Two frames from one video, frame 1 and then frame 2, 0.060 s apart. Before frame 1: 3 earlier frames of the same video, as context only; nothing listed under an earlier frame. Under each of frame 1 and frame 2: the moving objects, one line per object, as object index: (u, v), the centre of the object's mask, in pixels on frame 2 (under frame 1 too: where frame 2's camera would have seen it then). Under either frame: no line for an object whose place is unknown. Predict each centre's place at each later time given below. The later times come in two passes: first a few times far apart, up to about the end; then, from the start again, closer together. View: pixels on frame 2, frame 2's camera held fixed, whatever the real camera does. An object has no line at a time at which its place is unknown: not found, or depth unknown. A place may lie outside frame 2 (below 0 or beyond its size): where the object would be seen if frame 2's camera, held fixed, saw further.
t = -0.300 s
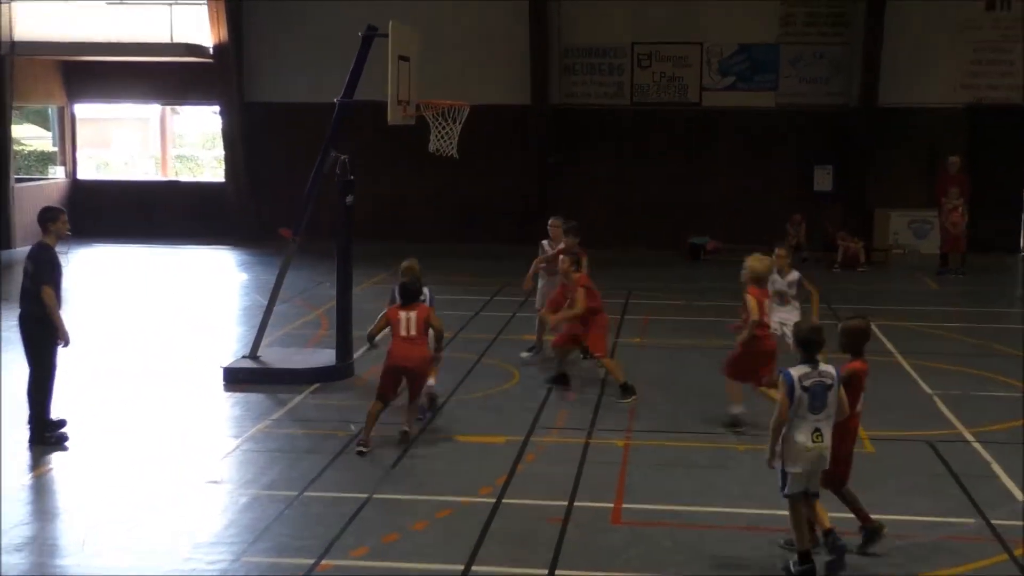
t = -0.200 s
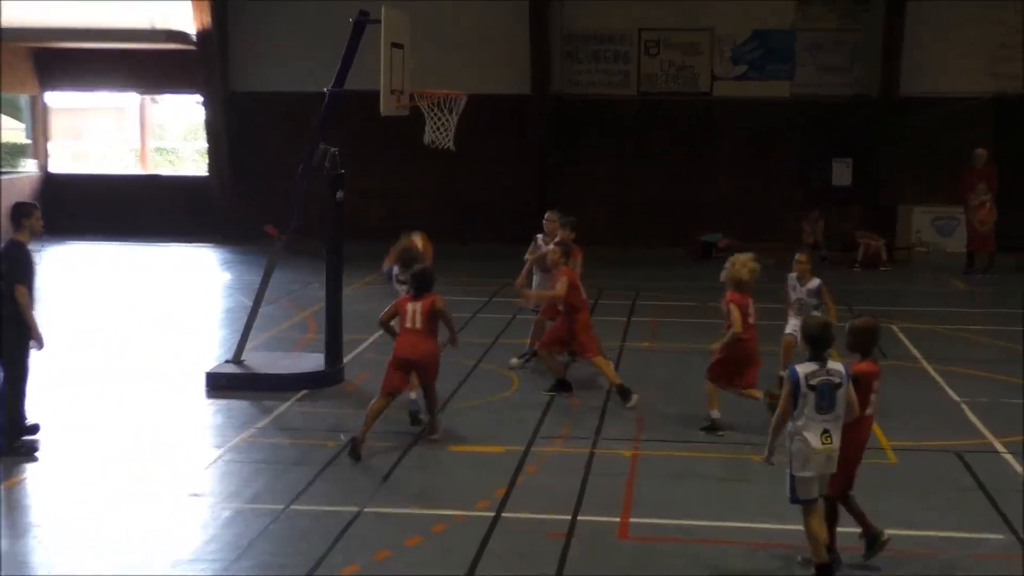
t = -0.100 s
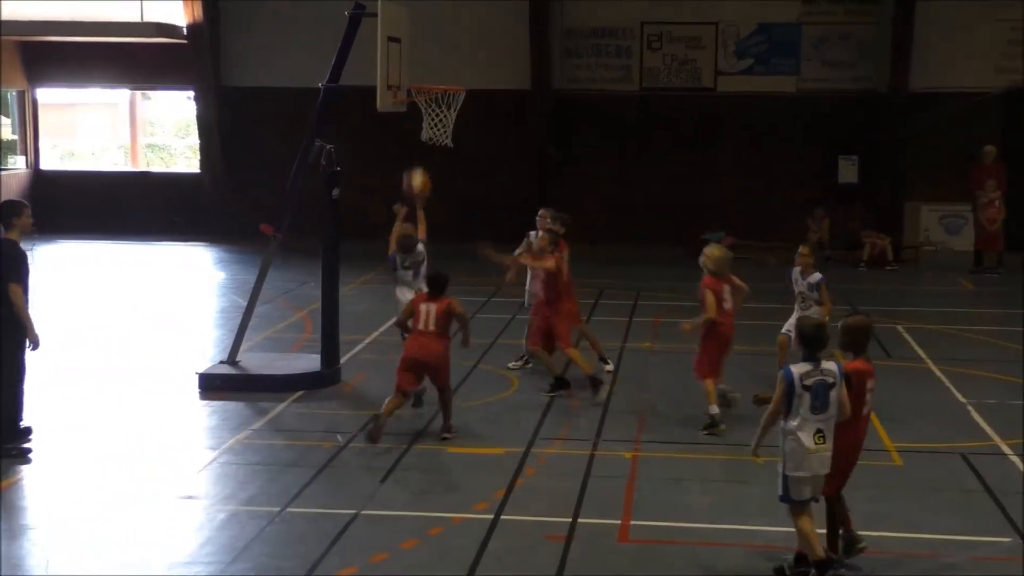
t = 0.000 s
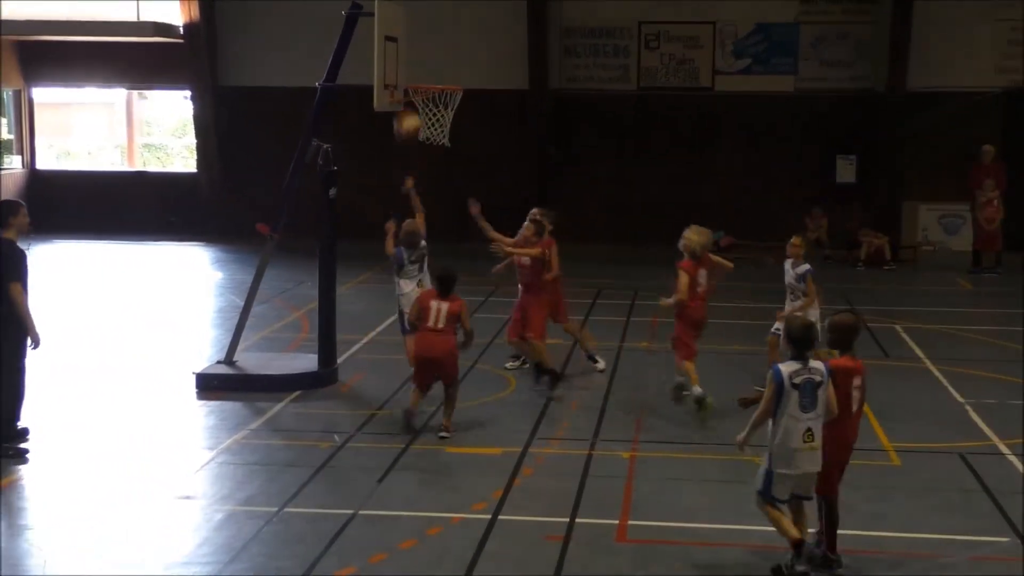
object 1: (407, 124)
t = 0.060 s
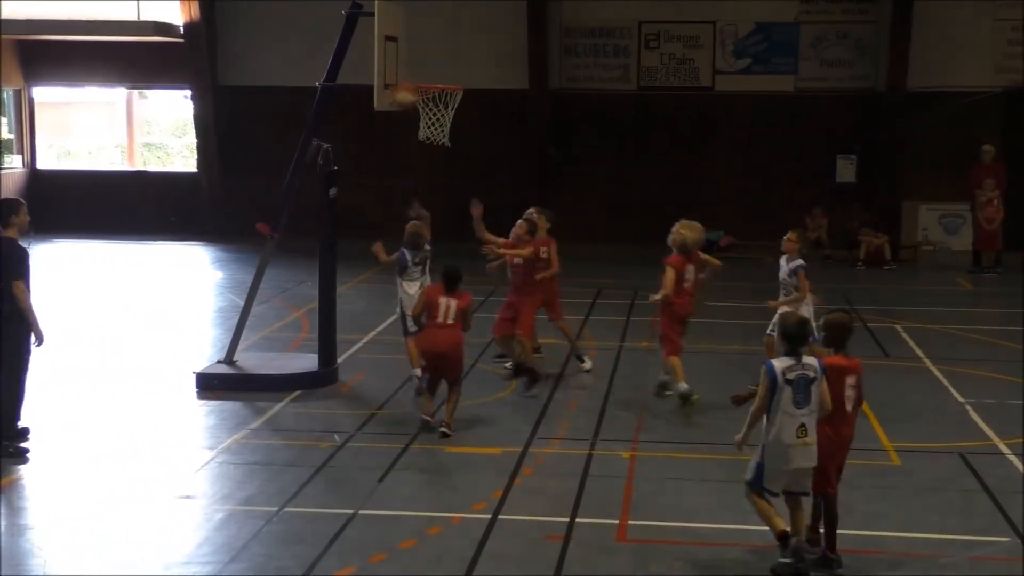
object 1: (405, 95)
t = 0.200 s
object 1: (394, 46)
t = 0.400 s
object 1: (411, 39)
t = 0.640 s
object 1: (436, 97)
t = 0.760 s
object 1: (446, 131)
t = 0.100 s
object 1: (403, 78)
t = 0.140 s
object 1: (398, 63)
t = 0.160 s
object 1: (397, 57)
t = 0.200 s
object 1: (394, 46)
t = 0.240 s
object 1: (395, 38)
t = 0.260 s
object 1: (397, 37)
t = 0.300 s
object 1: (400, 35)
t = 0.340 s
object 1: (405, 35)
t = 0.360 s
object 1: (408, 36)
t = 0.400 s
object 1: (411, 39)
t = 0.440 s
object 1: (416, 45)
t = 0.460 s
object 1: (417, 48)
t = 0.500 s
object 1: (422, 55)
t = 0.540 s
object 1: (426, 65)
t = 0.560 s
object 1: (429, 70)
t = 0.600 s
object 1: (433, 78)
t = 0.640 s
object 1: (436, 97)
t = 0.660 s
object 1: (439, 101)
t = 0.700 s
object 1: (442, 118)
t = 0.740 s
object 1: (445, 128)
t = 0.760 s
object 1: (446, 131)
